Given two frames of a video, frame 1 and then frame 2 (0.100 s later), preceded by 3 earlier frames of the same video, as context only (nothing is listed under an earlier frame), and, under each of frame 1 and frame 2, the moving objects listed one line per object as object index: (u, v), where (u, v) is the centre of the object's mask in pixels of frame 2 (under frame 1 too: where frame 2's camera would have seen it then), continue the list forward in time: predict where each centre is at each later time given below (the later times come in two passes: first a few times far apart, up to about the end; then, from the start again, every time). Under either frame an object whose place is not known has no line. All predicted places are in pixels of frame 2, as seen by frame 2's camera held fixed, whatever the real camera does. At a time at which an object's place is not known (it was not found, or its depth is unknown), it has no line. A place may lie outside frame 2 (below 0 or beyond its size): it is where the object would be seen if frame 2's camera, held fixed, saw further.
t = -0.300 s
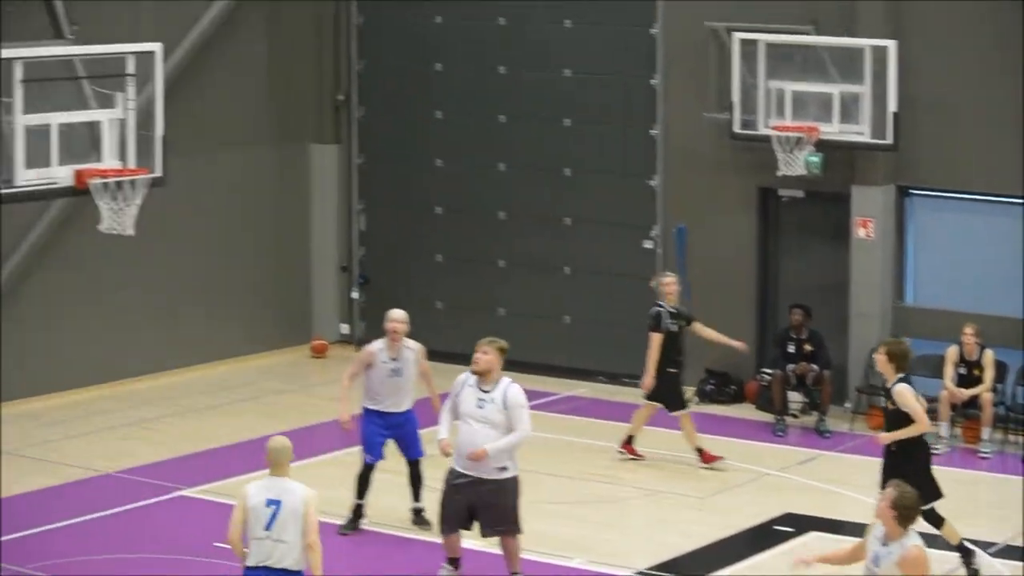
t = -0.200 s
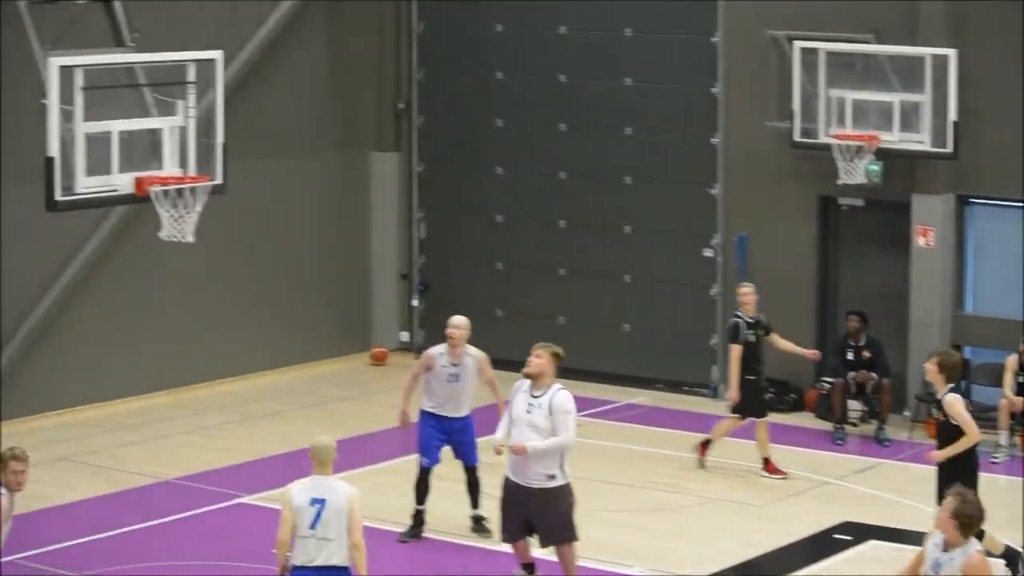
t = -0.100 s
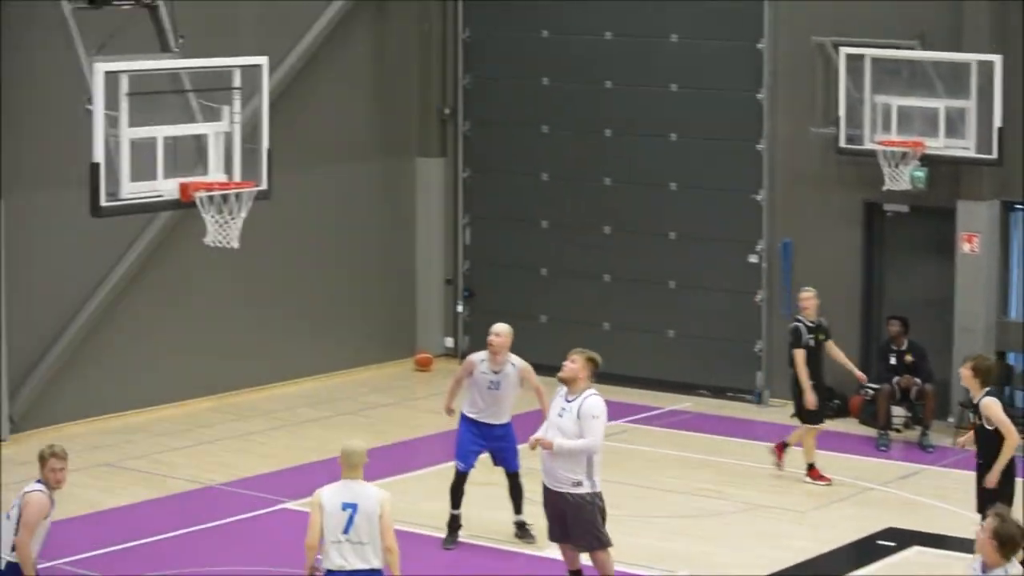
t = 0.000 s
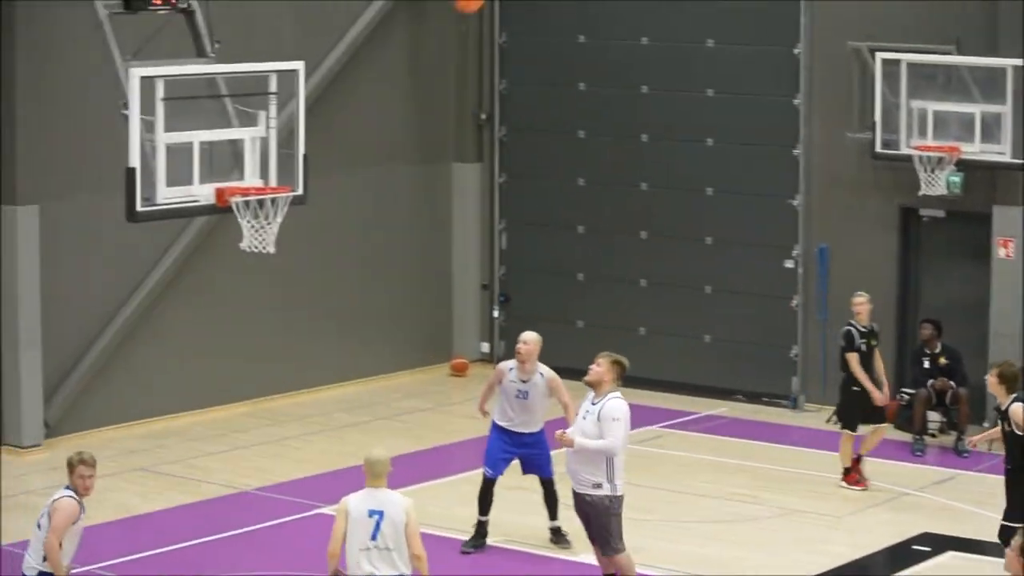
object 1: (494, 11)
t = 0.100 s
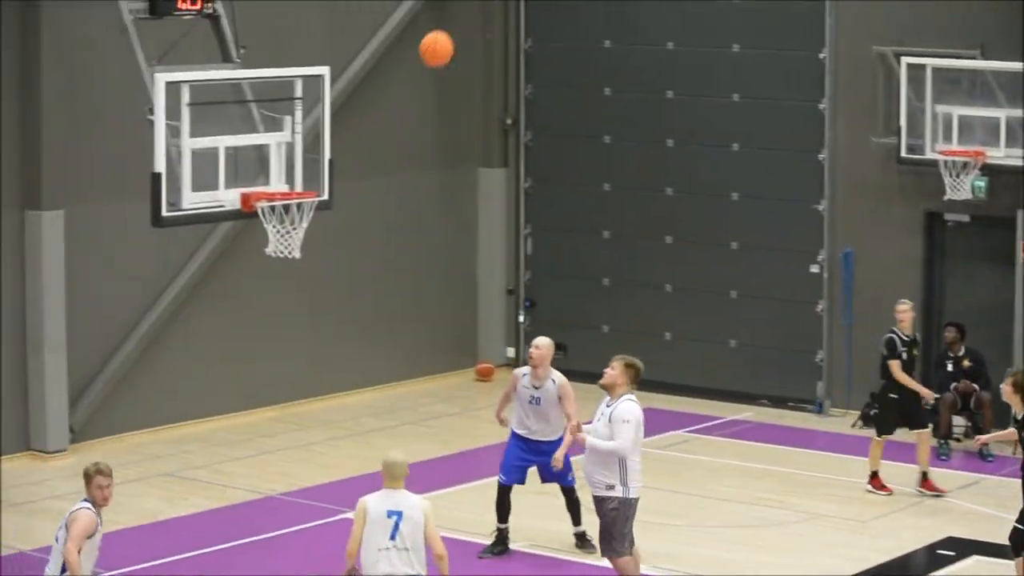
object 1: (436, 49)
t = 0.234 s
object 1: (364, 133)
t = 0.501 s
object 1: (440, 234)
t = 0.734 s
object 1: (564, 347)
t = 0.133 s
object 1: (418, 68)
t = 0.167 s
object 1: (400, 88)
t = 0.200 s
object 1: (382, 110)
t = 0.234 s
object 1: (364, 133)
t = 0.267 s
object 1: (348, 157)
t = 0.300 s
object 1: (331, 183)
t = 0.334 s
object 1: (341, 193)
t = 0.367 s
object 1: (361, 198)
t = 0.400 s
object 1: (381, 205)
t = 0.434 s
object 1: (401, 213)
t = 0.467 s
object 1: (421, 223)
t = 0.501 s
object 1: (440, 234)
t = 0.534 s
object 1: (459, 247)
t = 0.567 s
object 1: (478, 261)
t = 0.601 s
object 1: (495, 275)
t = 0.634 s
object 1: (513, 292)
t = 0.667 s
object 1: (531, 309)
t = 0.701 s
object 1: (547, 327)
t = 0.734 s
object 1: (564, 347)
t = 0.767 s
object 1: (580, 366)
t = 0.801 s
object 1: (596, 384)
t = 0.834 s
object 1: (609, 410)
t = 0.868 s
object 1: (623, 432)
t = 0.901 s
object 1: (637, 458)
